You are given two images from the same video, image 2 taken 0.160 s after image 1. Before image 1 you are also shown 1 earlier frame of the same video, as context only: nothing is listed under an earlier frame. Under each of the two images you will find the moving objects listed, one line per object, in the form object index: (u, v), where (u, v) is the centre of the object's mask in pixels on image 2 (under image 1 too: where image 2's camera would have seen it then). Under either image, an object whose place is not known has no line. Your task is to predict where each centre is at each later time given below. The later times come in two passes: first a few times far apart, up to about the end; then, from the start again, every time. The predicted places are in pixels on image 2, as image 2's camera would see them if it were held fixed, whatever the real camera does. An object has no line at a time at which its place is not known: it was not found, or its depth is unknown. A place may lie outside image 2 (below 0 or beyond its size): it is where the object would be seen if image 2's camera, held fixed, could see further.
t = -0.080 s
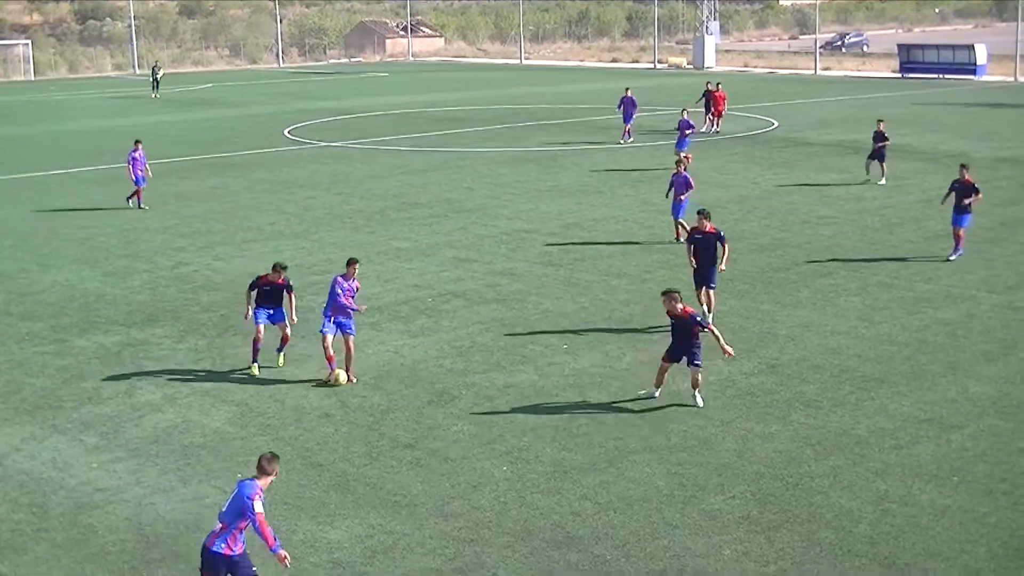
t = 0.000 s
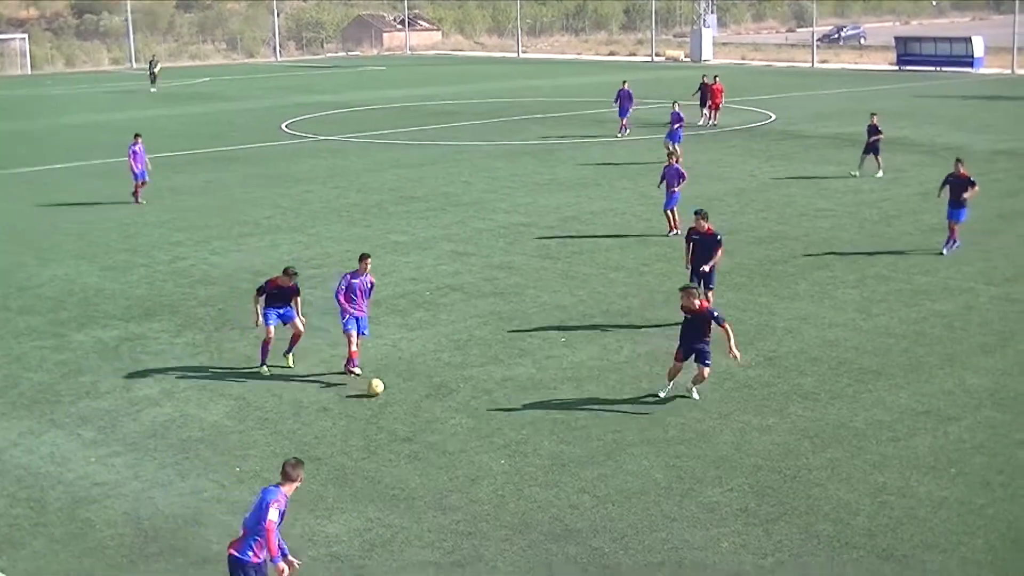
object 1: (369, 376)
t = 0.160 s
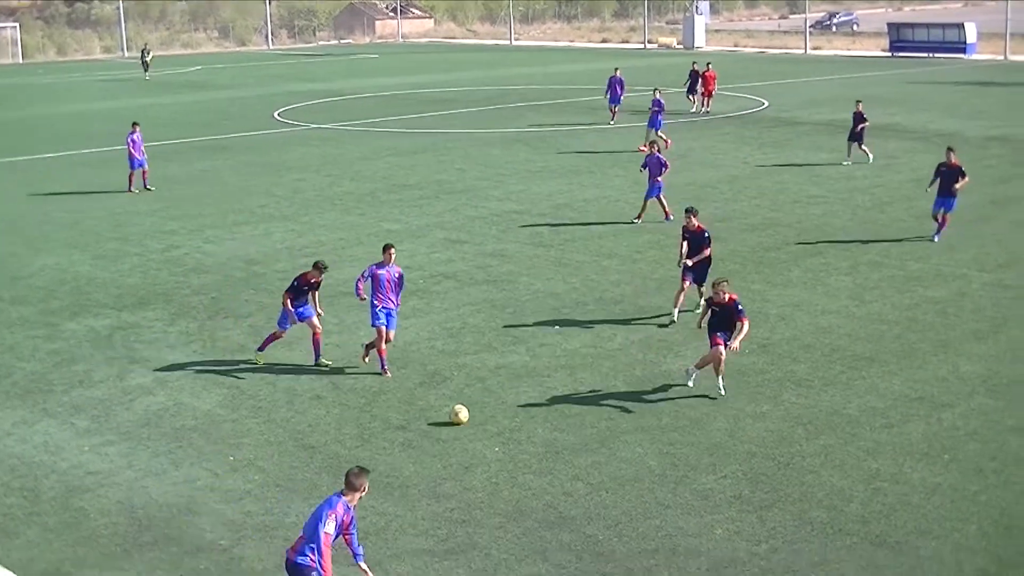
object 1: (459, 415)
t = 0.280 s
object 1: (533, 445)
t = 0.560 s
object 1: (719, 520)
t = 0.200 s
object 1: (484, 425)
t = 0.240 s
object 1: (508, 434)
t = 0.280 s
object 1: (533, 445)
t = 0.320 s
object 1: (558, 455)
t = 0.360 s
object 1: (583, 465)
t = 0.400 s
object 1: (610, 478)
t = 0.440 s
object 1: (636, 487)
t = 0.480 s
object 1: (663, 497)
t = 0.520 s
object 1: (692, 509)
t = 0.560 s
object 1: (719, 520)
